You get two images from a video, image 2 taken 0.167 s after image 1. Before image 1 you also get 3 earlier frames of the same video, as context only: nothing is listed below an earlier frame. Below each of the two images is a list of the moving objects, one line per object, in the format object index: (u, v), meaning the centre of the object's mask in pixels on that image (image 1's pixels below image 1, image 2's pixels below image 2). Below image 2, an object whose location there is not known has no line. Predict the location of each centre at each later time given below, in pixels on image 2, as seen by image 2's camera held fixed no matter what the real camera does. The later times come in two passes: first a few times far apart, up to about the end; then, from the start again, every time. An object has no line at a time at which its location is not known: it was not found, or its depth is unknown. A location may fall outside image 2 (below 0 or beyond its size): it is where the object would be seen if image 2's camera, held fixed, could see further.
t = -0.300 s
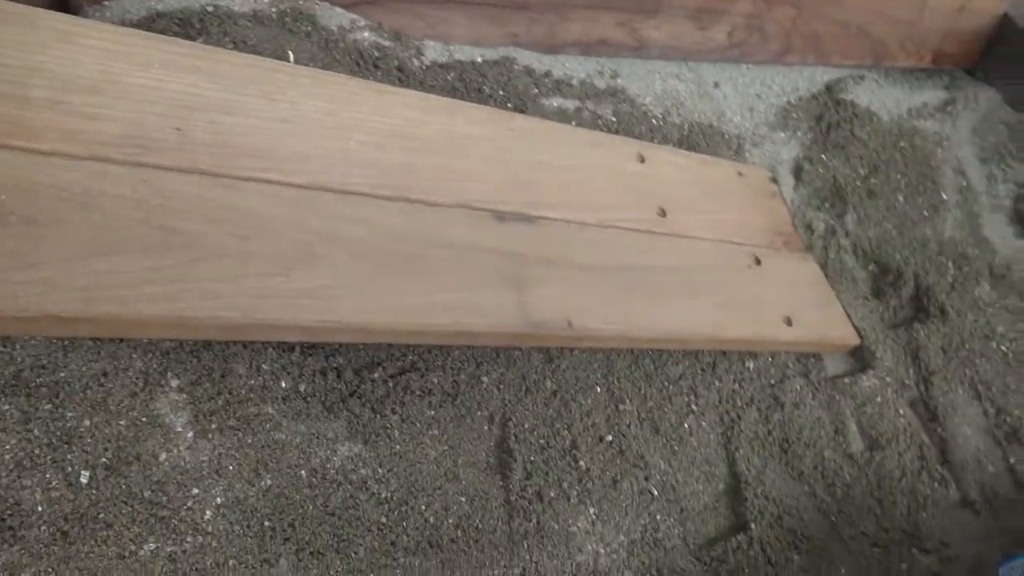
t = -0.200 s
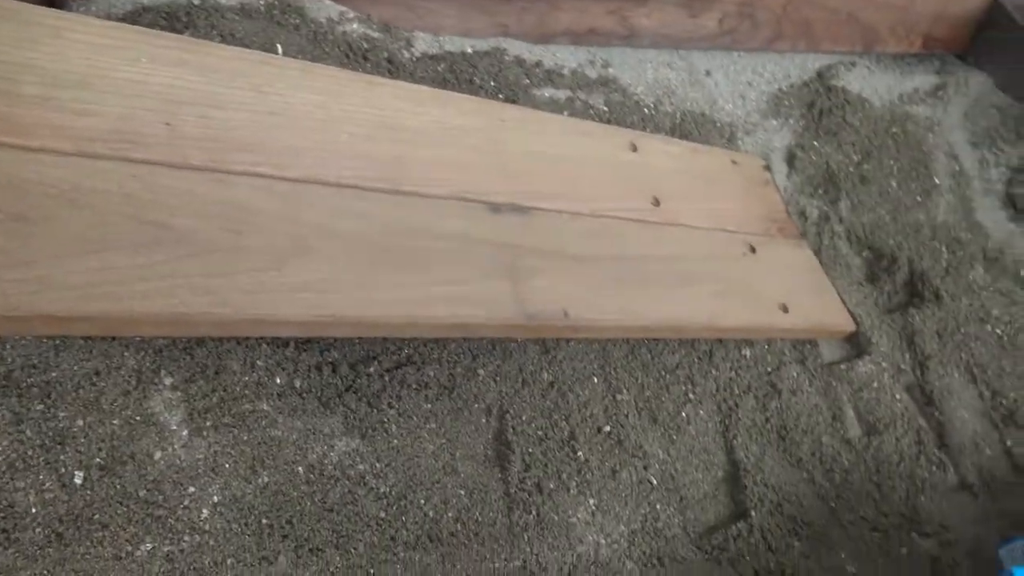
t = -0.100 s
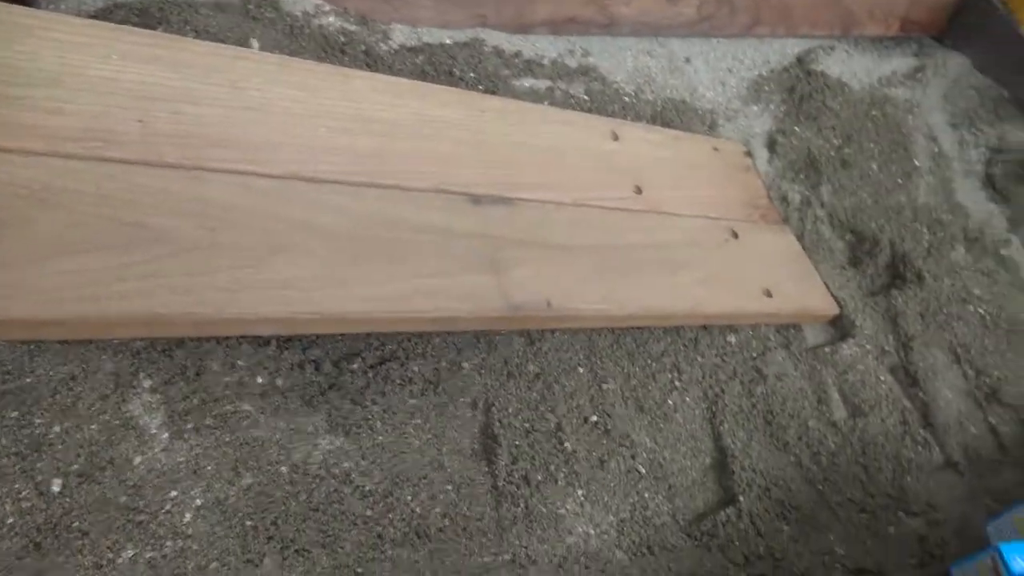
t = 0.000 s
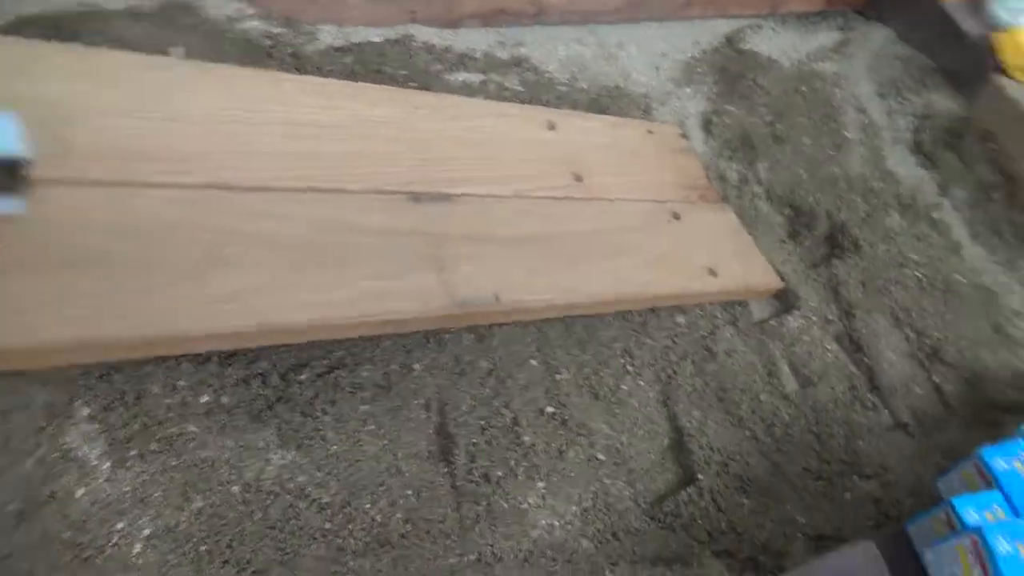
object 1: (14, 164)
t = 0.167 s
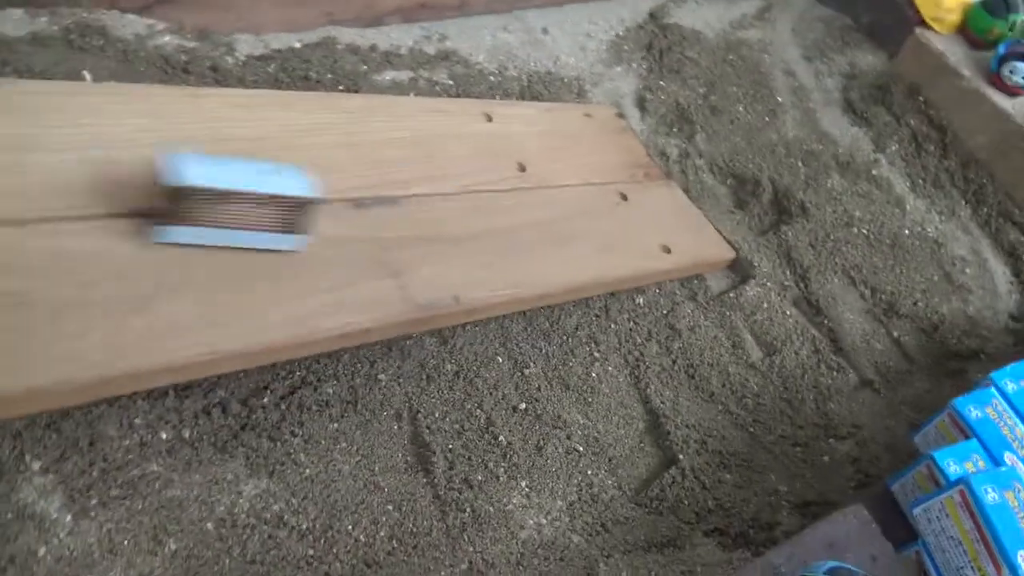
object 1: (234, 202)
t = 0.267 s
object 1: (441, 206)
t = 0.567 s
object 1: (779, 183)
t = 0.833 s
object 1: (748, 174)
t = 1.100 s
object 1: (748, 174)
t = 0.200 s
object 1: (306, 204)
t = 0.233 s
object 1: (375, 205)
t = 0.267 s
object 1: (441, 206)
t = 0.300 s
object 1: (500, 207)
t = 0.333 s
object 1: (556, 211)
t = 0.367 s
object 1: (612, 211)
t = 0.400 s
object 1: (660, 213)
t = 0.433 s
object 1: (708, 216)
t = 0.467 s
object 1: (745, 217)
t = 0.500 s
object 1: (766, 206)
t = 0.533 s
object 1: (775, 191)
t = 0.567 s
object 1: (779, 183)
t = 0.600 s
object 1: (777, 180)
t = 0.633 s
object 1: (769, 177)
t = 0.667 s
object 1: (758, 175)
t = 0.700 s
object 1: (750, 174)
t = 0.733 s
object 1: (748, 174)
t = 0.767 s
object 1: (748, 174)
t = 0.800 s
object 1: (748, 174)
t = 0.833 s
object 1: (748, 174)
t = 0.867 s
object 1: (748, 174)
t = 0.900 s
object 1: (748, 174)
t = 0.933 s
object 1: (748, 174)
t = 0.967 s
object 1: (748, 174)
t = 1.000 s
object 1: (748, 174)
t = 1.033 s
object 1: (748, 174)
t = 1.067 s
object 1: (748, 173)
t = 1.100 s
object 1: (748, 174)
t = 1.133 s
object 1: (748, 174)
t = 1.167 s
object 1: (748, 174)
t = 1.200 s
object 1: (748, 174)
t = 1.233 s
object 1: (748, 174)
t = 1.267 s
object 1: (748, 174)
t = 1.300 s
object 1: (748, 173)
